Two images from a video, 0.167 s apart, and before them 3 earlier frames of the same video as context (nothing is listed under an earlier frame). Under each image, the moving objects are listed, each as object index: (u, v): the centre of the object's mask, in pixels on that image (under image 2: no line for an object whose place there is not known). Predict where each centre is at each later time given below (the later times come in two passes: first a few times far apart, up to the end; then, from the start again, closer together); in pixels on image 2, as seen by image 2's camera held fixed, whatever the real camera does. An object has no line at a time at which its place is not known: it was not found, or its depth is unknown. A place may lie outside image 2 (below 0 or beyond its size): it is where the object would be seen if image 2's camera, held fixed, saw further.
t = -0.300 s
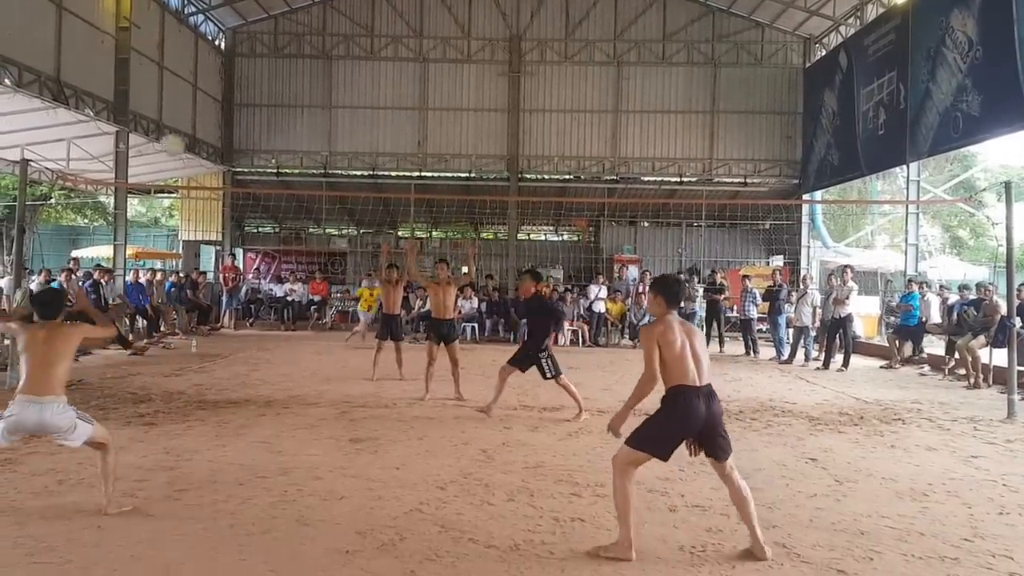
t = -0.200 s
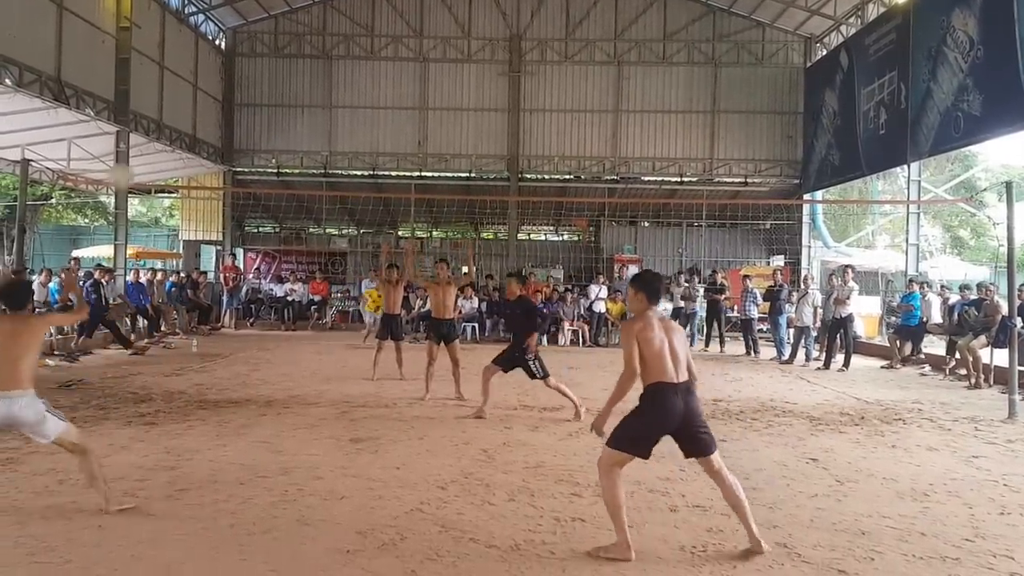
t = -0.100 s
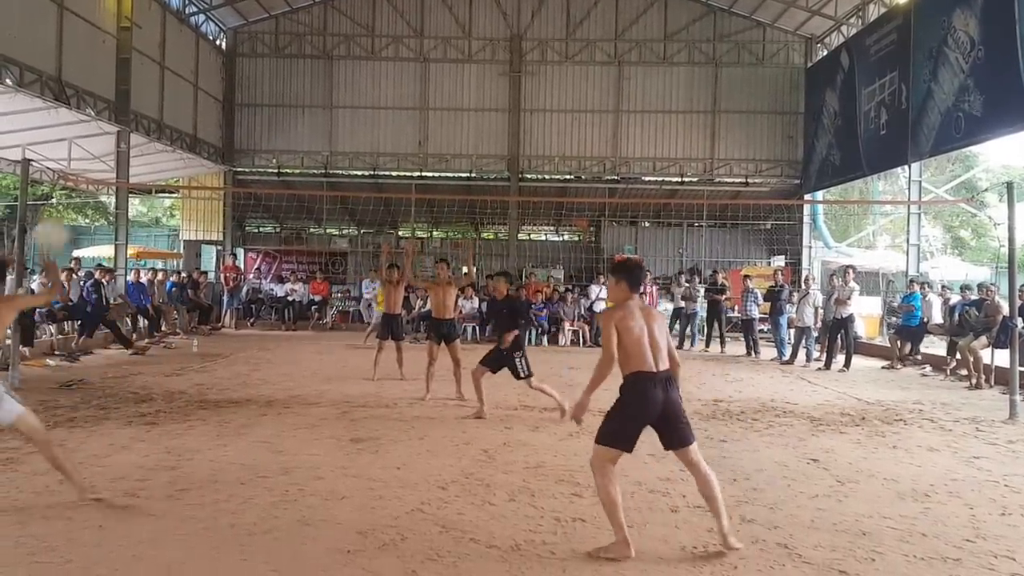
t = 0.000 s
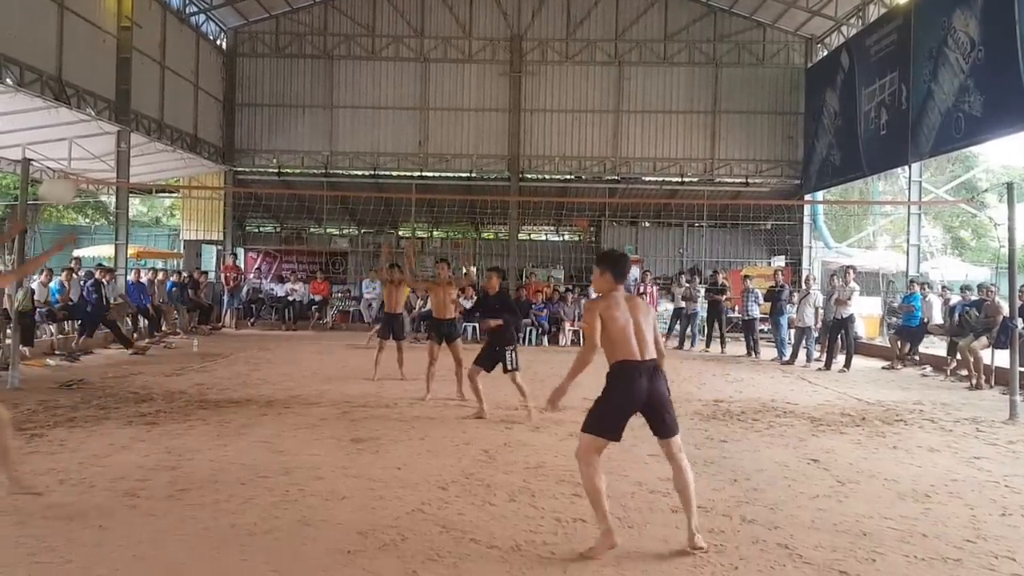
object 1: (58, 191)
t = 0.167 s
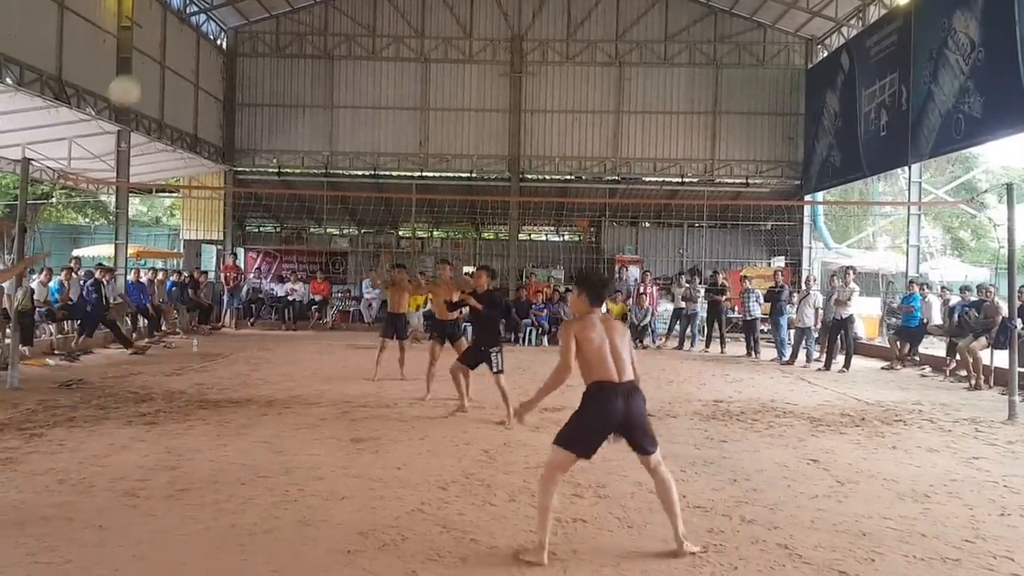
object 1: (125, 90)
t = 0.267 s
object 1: (160, 54)
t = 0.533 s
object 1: (238, 27)
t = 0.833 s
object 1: (307, 94)
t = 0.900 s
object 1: (320, 119)
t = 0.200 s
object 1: (136, 77)
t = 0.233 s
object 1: (148, 64)
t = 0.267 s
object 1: (160, 54)
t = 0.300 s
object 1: (169, 45)
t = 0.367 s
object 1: (190, 32)
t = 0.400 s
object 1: (200, 28)
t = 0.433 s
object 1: (210, 26)
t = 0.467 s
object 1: (220, 25)
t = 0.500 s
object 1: (228, 26)
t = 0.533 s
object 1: (238, 27)
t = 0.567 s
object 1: (246, 30)
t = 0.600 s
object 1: (254, 35)
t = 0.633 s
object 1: (262, 39)
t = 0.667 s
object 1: (270, 46)
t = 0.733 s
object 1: (285, 62)
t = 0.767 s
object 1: (292, 72)
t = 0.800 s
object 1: (300, 82)
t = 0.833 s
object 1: (307, 94)
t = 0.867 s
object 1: (313, 105)
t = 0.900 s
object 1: (320, 119)
